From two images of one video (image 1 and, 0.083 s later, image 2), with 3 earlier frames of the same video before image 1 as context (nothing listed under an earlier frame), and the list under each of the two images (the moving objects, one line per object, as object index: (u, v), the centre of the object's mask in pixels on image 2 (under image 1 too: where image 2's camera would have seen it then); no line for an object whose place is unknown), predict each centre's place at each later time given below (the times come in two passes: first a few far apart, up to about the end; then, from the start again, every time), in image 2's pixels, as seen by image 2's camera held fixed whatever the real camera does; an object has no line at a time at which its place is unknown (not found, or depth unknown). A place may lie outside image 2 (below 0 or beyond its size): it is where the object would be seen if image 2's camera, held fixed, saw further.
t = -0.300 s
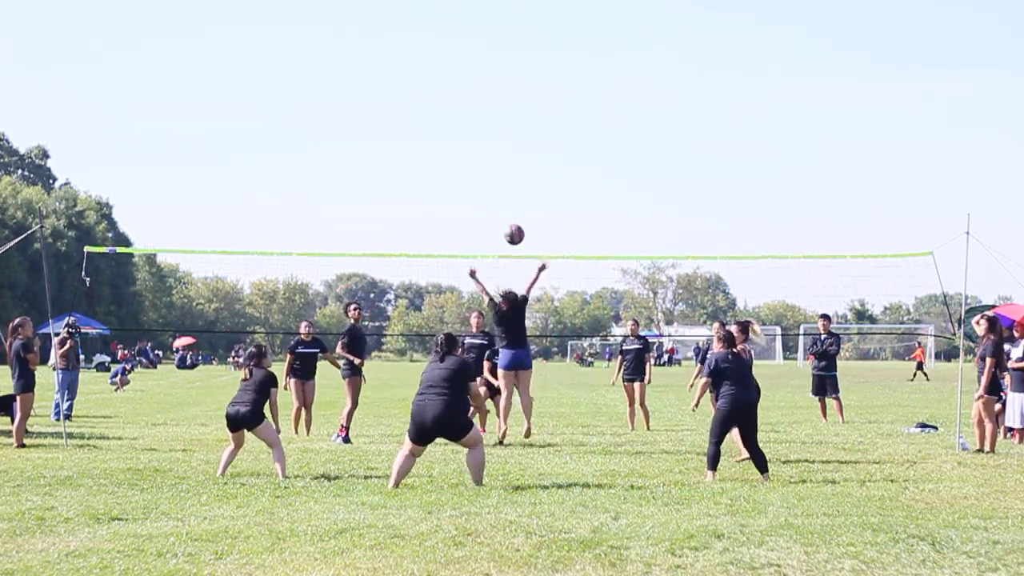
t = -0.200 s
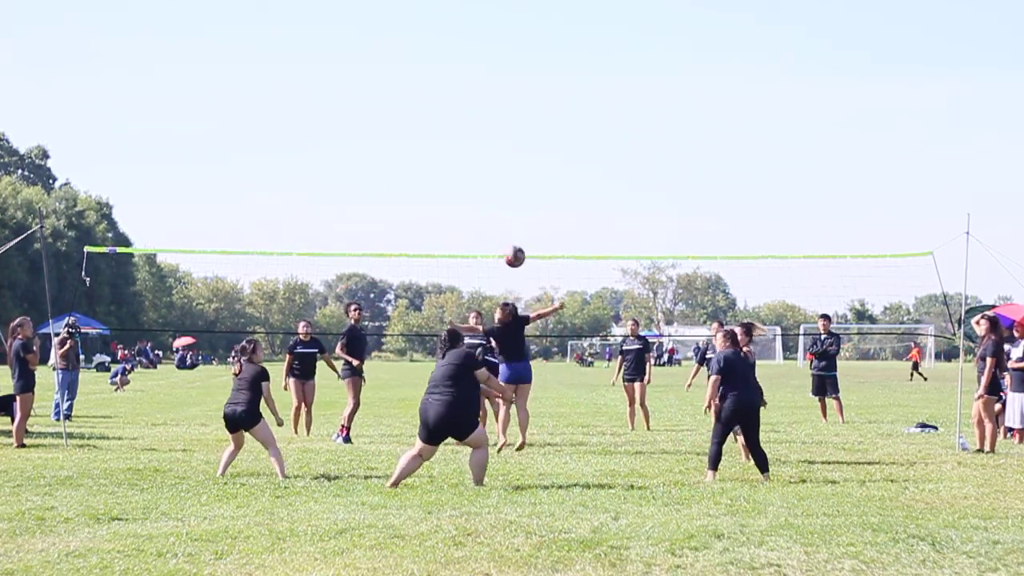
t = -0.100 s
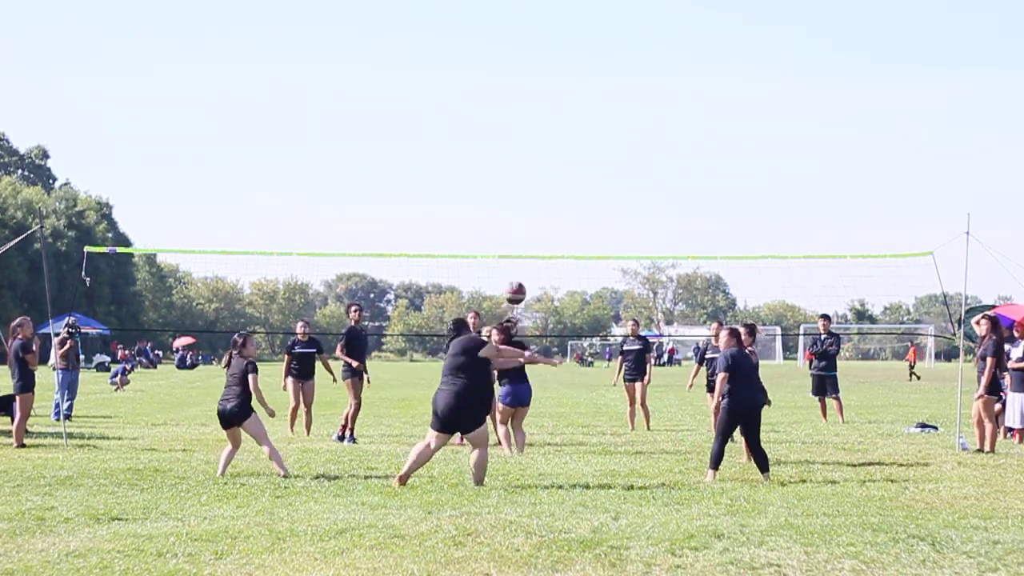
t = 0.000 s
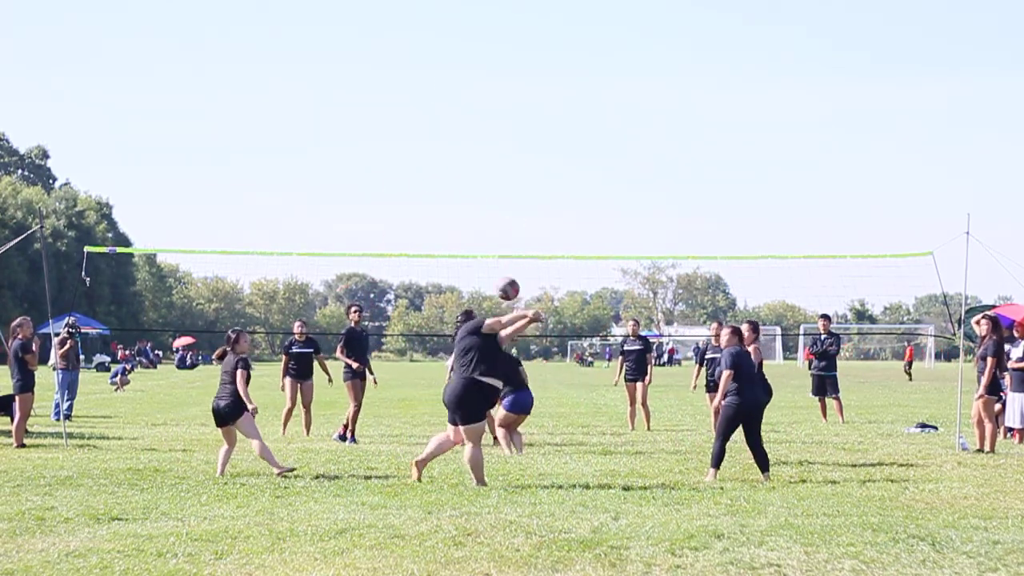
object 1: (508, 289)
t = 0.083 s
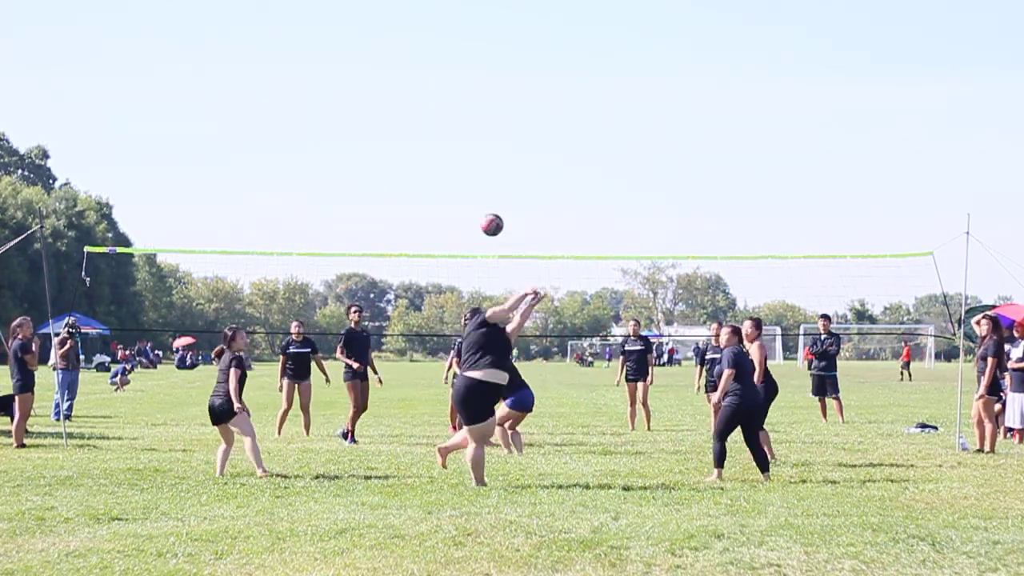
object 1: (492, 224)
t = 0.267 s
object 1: (457, 117)
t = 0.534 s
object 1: (409, 36)
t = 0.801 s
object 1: (365, 31)
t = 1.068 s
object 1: (323, 91)
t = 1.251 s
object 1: (296, 165)
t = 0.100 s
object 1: (489, 213)
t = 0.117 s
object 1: (486, 202)
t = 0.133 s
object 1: (483, 192)
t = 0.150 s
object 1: (480, 181)
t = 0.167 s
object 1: (476, 170)
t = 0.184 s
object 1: (473, 160)
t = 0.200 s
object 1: (470, 151)
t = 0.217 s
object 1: (467, 142)
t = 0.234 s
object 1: (463, 133)
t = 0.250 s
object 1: (460, 125)
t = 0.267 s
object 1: (457, 117)
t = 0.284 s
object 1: (454, 110)
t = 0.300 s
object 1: (452, 102)
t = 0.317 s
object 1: (448, 95)
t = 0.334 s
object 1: (446, 89)
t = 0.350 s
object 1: (442, 83)
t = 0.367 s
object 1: (439, 77)
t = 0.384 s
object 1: (436, 71)
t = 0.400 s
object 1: (433, 66)
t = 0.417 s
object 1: (430, 62)
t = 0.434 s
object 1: (427, 57)
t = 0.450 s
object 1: (424, 53)
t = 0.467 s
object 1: (421, 49)
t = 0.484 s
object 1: (418, 45)
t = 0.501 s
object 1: (415, 42)
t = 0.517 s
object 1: (412, 39)
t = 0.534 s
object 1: (409, 36)
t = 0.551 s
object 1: (407, 34)
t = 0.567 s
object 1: (404, 32)
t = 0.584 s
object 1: (401, 30)
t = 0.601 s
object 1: (398, 28)
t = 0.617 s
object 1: (395, 27)
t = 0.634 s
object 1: (392, 26)
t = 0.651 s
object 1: (389, 25)
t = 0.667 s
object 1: (386, 25)
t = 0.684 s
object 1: (383, 25)
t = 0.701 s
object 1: (381, 25)
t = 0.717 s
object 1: (378, 25)
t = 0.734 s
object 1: (375, 26)
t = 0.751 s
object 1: (373, 27)
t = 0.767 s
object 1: (370, 28)
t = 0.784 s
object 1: (367, 29)
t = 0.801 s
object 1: (365, 31)
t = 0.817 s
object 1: (362, 33)
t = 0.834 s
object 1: (359, 35)
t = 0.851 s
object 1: (357, 38)
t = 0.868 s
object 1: (354, 40)
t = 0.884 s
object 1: (352, 43)
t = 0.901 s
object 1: (349, 47)
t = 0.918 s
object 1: (346, 50)
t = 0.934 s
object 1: (343, 53)
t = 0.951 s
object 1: (341, 57)
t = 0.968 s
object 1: (338, 62)
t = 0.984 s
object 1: (336, 66)
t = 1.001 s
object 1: (334, 71)
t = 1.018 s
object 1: (330, 75)
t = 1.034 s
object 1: (328, 80)
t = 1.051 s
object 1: (326, 85)
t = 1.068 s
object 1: (323, 91)
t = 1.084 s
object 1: (321, 96)
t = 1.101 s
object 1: (318, 103)
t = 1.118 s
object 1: (316, 108)
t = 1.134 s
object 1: (313, 115)
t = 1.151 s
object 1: (311, 122)
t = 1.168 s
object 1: (309, 129)
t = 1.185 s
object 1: (306, 135)
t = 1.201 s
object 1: (304, 143)
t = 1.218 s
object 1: (301, 150)
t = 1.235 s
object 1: (299, 158)
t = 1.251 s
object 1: (296, 165)
